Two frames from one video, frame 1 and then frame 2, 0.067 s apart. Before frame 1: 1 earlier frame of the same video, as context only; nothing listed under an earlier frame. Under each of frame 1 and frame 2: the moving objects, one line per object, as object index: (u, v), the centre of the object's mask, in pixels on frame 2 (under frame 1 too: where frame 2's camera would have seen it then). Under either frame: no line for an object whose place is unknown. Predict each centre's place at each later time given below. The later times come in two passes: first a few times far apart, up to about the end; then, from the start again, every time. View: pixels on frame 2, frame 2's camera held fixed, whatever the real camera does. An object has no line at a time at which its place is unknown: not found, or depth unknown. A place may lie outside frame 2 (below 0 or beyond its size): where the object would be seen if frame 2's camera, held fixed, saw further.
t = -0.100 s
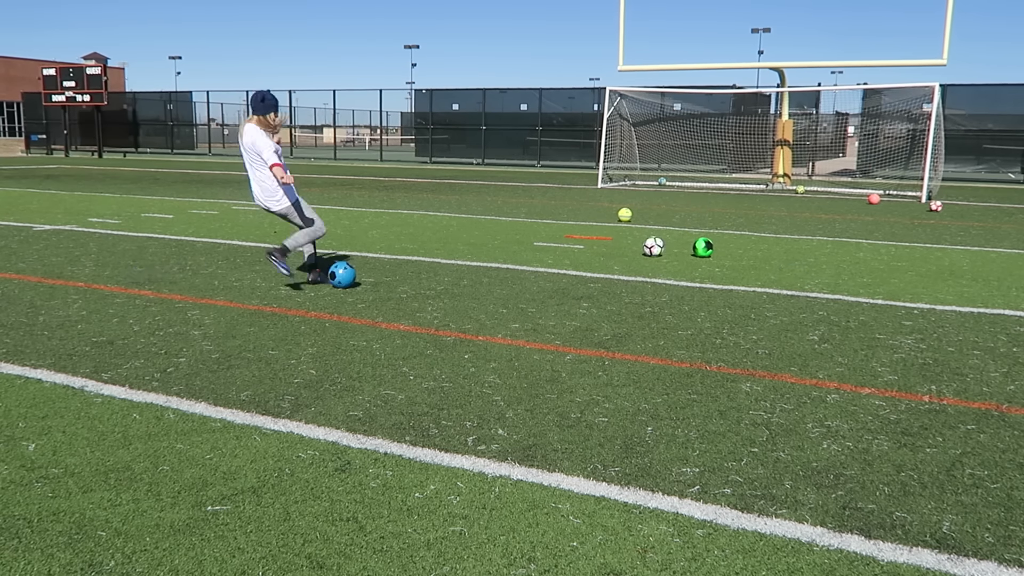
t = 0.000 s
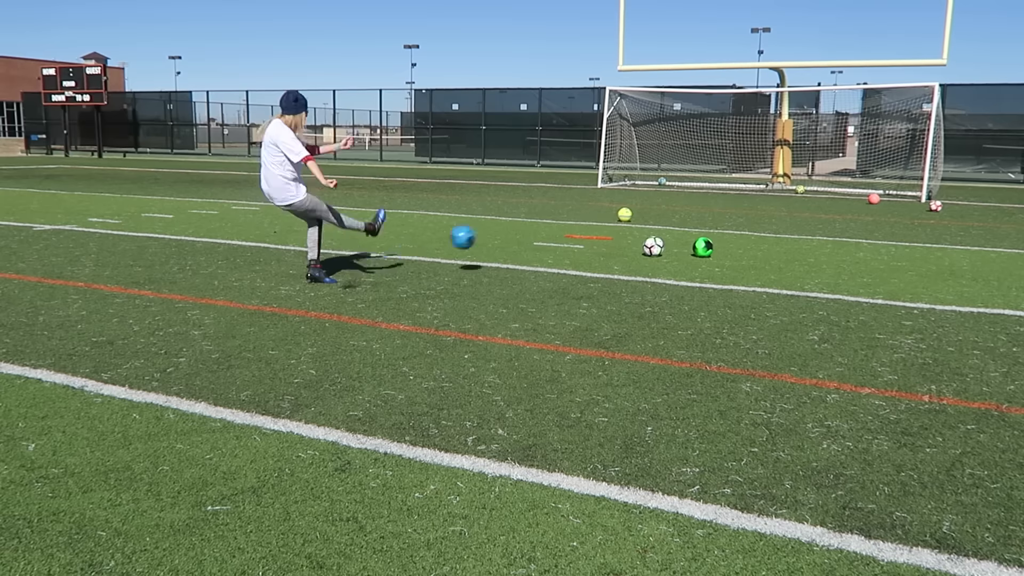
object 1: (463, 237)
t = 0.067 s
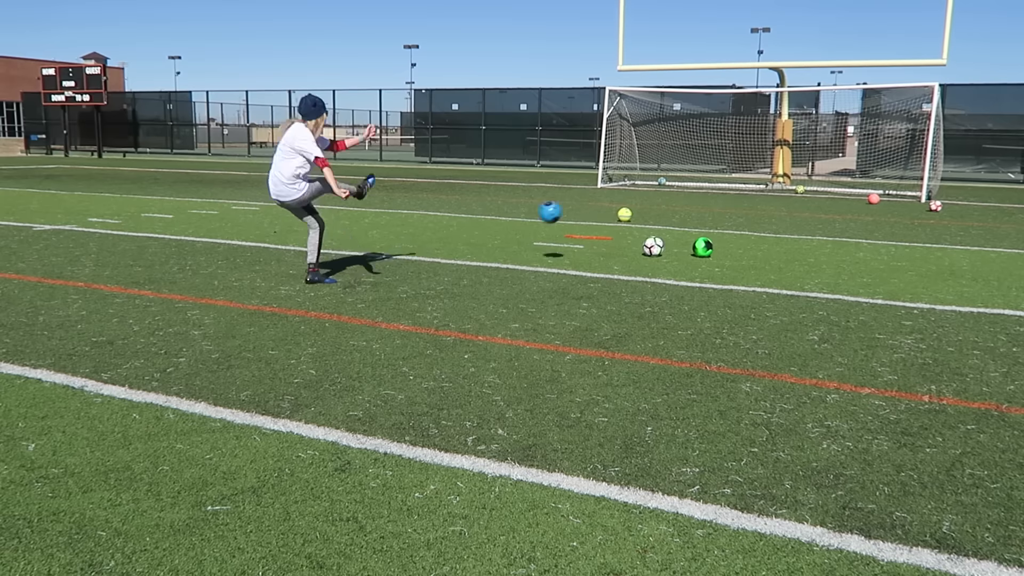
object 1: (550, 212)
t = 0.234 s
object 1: (711, 176)
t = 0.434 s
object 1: (835, 164)
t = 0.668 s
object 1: (927, 176)
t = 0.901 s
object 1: (984, 204)
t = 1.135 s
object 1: (1017, 185)
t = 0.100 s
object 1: (588, 202)
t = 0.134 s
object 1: (623, 194)
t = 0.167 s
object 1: (654, 187)
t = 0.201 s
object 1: (684, 180)
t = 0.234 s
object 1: (711, 176)
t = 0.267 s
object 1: (736, 171)
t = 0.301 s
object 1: (759, 169)
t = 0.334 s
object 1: (780, 167)
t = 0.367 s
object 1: (800, 165)
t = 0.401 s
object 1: (819, 165)
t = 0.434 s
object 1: (835, 164)
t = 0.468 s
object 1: (852, 165)
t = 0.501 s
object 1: (866, 165)
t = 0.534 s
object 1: (880, 167)
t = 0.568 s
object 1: (893, 169)
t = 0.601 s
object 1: (905, 171)
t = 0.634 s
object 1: (916, 173)
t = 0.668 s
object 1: (927, 176)
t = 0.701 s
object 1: (937, 180)
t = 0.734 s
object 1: (947, 183)
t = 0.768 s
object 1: (955, 187)
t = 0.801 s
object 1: (963, 191)
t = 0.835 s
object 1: (971, 195)
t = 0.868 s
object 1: (978, 199)
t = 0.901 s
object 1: (984, 204)
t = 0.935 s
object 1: (990, 202)
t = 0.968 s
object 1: (995, 197)
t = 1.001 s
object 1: (1000, 194)
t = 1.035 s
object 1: (1005, 191)
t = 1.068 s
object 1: (1008, 189)
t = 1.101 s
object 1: (1013, 186)
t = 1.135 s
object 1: (1017, 185)
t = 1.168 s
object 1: (1019, 185)
